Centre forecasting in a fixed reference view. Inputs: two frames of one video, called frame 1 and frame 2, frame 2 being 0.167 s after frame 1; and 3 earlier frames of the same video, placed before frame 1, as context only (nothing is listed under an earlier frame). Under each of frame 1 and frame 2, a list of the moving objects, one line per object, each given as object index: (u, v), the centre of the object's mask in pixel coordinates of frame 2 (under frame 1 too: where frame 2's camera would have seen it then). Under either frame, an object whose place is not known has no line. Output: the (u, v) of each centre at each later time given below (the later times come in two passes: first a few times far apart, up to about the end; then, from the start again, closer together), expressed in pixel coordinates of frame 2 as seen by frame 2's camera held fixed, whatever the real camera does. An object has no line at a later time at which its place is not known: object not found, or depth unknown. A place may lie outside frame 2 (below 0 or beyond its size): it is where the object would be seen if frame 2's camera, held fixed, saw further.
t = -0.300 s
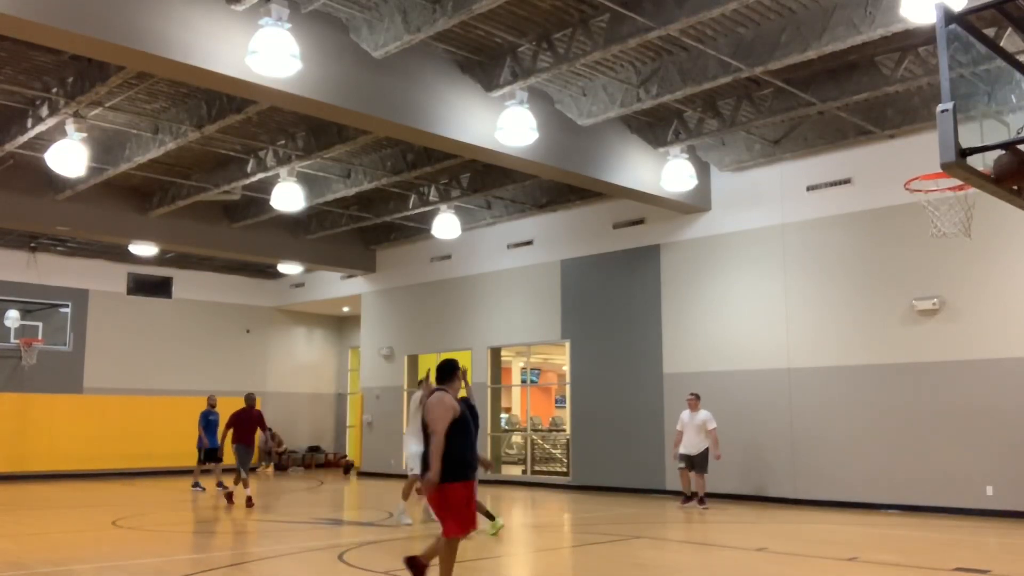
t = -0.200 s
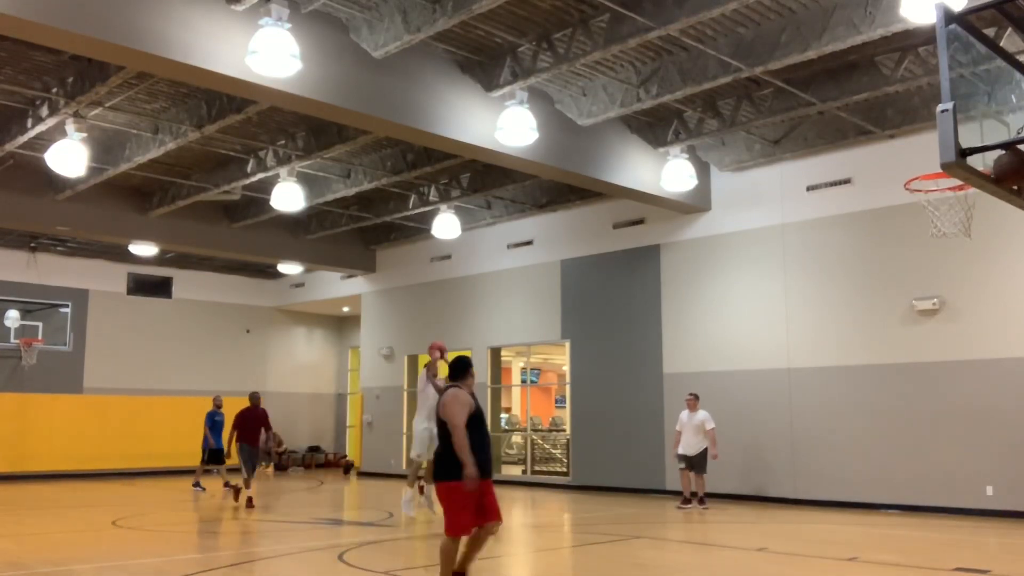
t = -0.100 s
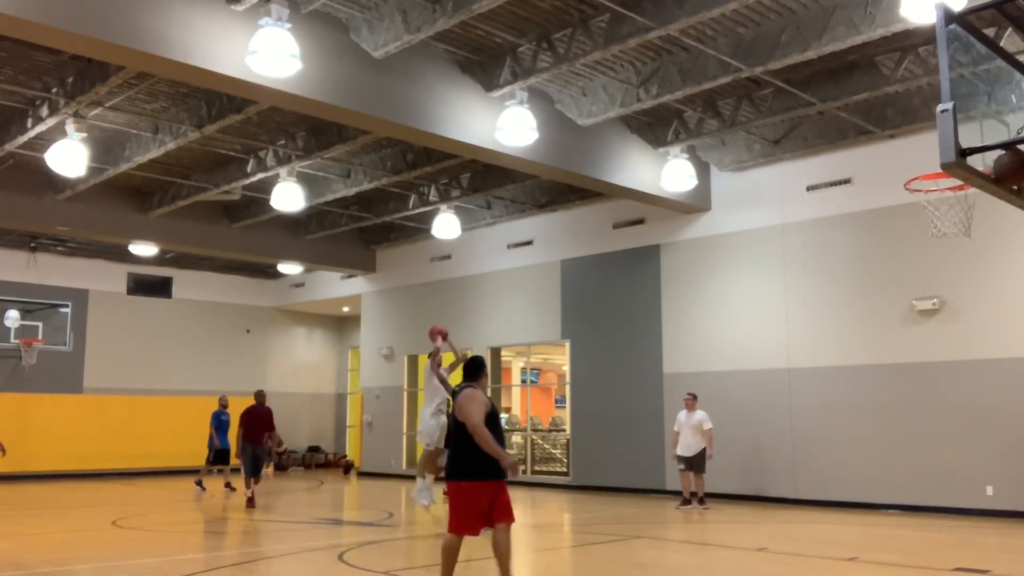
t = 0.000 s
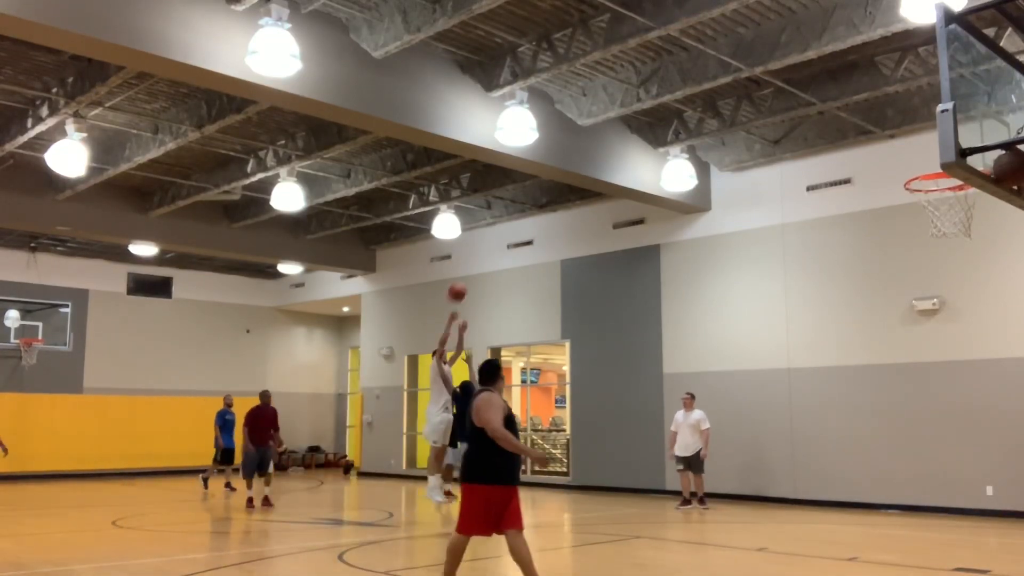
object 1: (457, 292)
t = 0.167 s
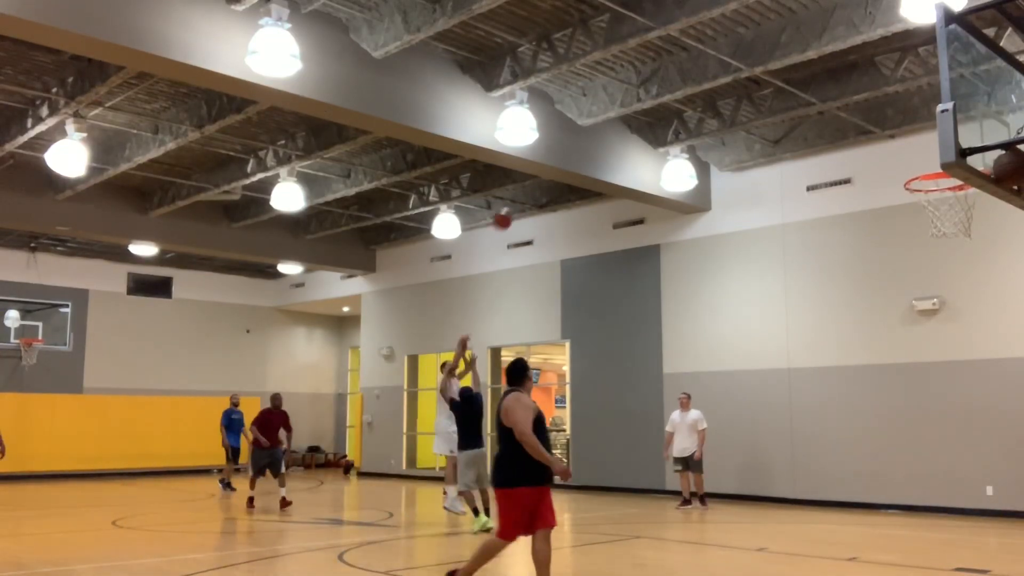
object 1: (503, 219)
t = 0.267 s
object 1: (532, 183)
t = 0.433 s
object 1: (588, 134)
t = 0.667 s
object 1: (680, 99)
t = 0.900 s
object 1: (800, 112)
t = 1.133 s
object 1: (949, 189)
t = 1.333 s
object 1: (957, 255)
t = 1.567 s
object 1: (956, 375)
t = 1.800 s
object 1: (960, 553)
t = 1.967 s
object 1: (943, 488)
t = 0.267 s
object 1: (532, 183)
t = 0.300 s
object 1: (543, 172)
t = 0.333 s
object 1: (553, 162)
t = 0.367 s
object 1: (564, 152)
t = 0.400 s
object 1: (576, 142)
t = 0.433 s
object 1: (588, 134)
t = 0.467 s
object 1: (599, 127)
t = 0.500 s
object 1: (612, 120)
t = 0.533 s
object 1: (624, 114)
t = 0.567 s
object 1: (637, 109)
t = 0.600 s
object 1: (652, 105)
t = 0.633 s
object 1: (666, 102)
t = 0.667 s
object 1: (680, 99)
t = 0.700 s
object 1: (696, 98)
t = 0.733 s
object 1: (712, 98)
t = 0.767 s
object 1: (727, 98)
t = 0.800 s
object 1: (746, 100)
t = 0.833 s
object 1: (763, 102)
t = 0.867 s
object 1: (782, 107)
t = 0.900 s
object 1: (800, 112)
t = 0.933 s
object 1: (819, 121)
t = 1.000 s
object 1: (861, 139)
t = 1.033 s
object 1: (884, 153)
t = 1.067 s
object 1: (906, 166)
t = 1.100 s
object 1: (927, 179)
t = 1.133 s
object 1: (949, 189)
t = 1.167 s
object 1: (955, 197)
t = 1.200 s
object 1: (958, 212)
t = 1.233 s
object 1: (958, 222)
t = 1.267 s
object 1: (958, 231)
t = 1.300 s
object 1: (957, 243)
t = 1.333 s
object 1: (957, 255)
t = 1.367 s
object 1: (956, 268)
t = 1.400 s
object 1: (956, 283)
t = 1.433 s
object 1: (956, 299)
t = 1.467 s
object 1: (956, 316)
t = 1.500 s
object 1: (956, 335)
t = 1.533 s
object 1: (956, 355)
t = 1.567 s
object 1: (956, 375)
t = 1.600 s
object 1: (957, 397)
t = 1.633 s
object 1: (957, 420)
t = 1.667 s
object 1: (957, 444)
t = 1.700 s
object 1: (958, 469)
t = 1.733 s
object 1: (958, 495)
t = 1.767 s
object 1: (958, 523)
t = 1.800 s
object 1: (960, 553)
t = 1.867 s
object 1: (955, 548)
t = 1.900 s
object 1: (950, 527)
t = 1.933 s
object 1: (947, 506)
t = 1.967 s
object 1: (943, 488)
